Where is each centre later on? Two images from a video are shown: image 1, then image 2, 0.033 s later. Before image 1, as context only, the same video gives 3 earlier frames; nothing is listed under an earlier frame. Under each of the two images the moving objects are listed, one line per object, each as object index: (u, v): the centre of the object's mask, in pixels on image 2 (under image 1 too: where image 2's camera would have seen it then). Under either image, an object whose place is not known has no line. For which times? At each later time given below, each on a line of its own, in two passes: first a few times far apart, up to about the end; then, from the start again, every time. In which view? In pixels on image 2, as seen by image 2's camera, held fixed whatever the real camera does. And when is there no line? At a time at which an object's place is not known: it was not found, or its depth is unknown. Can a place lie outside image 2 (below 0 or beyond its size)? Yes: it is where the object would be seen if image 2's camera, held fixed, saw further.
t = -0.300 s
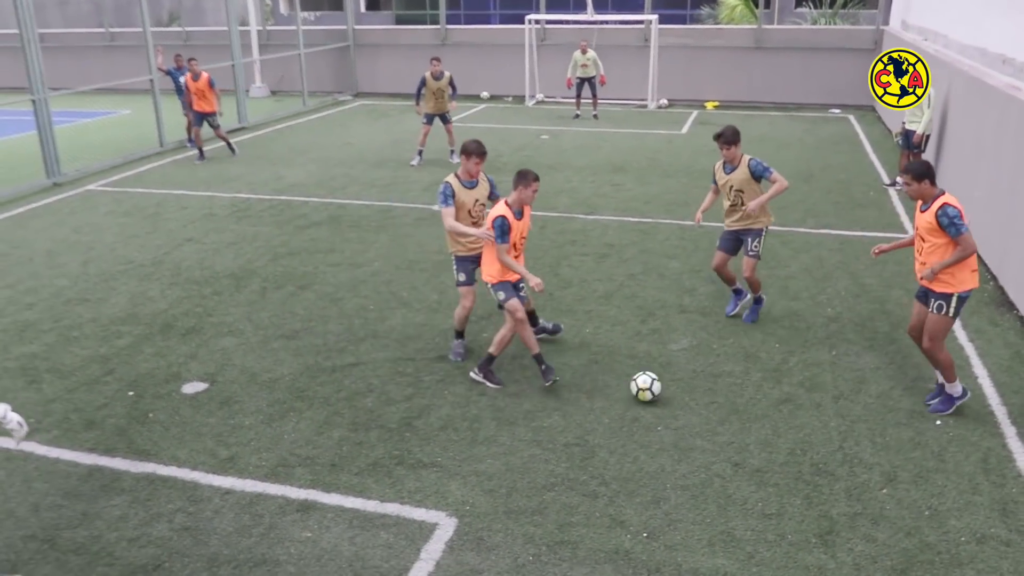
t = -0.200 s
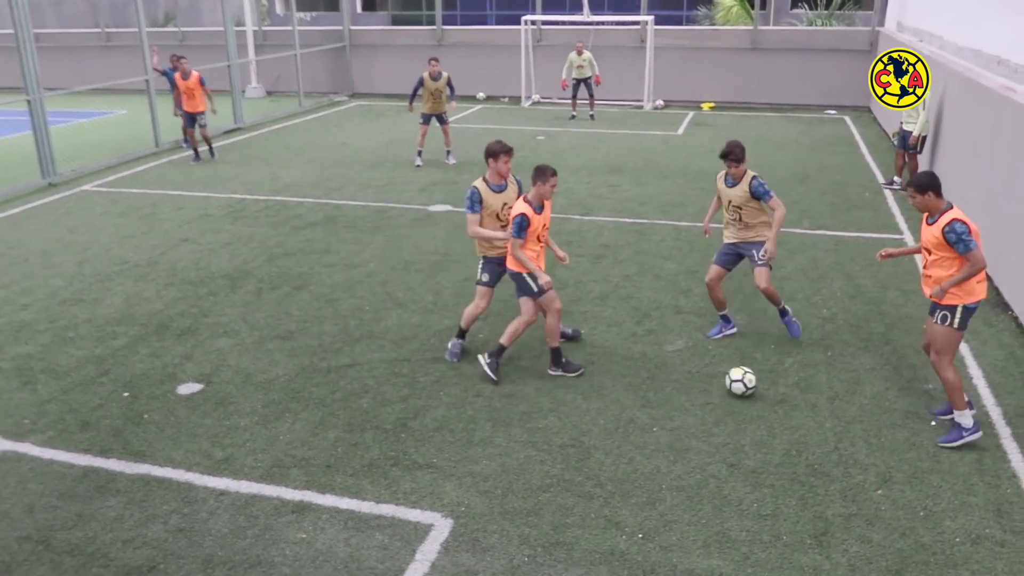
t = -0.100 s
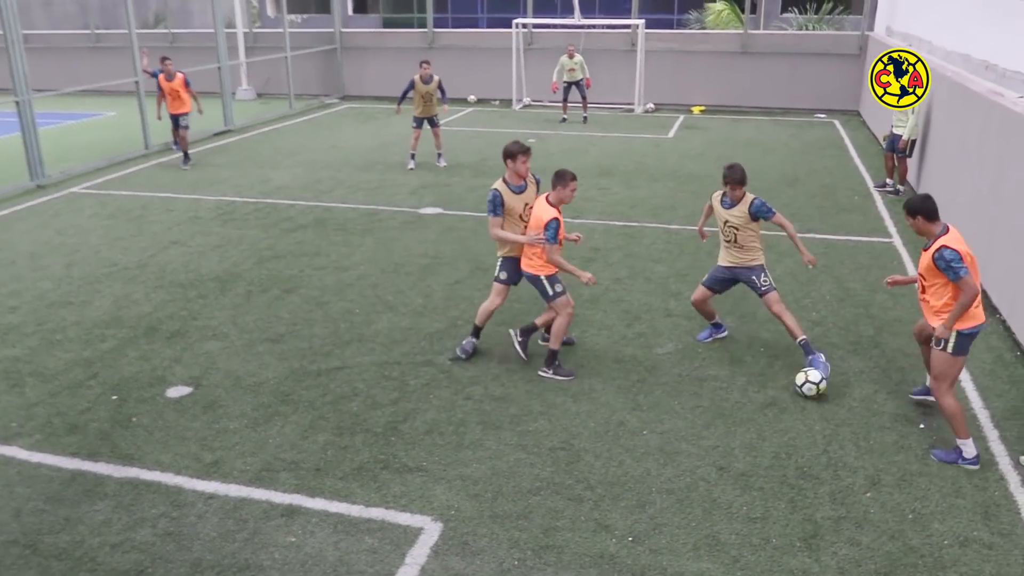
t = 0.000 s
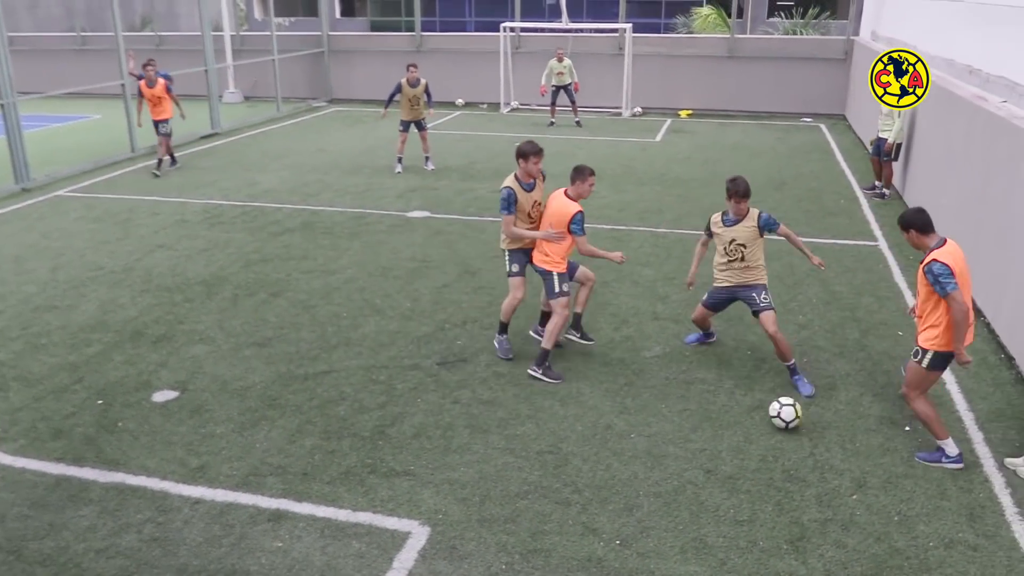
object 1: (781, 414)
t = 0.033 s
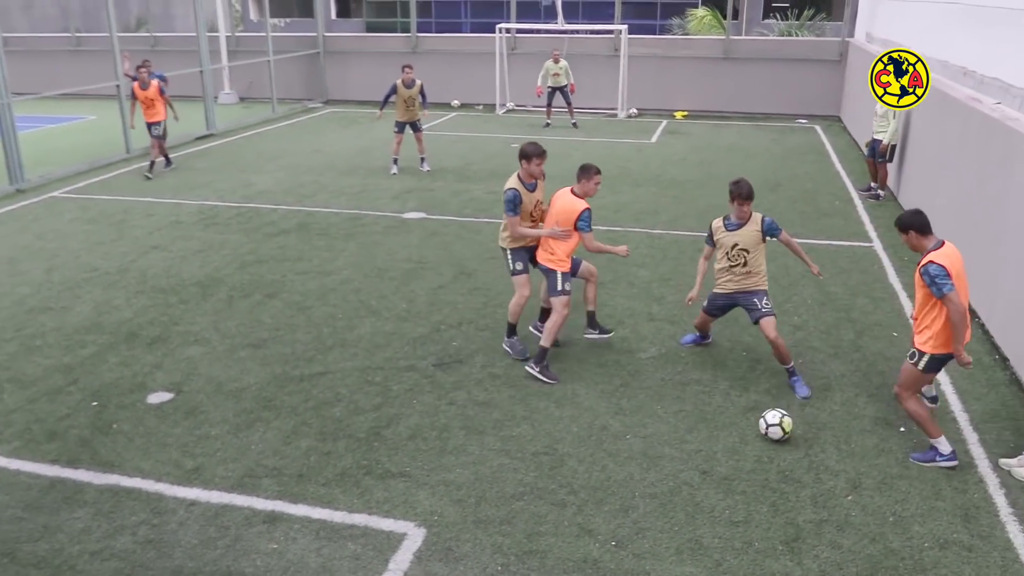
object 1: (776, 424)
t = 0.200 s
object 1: (753, 469)
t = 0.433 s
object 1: (718, 538)
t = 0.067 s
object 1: (772, 433)
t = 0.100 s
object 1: (767, 442)
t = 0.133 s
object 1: (762, 451)
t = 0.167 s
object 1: (758, 460)
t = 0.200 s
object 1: (753, 469)
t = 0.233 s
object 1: (749, 479)
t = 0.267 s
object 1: (744, 488)
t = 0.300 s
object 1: (739, 497)
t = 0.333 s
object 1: (734, 507)
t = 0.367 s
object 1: (729, 518)
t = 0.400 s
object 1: (723, 528)
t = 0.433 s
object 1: (718, 538)
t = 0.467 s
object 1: (712, 550)
